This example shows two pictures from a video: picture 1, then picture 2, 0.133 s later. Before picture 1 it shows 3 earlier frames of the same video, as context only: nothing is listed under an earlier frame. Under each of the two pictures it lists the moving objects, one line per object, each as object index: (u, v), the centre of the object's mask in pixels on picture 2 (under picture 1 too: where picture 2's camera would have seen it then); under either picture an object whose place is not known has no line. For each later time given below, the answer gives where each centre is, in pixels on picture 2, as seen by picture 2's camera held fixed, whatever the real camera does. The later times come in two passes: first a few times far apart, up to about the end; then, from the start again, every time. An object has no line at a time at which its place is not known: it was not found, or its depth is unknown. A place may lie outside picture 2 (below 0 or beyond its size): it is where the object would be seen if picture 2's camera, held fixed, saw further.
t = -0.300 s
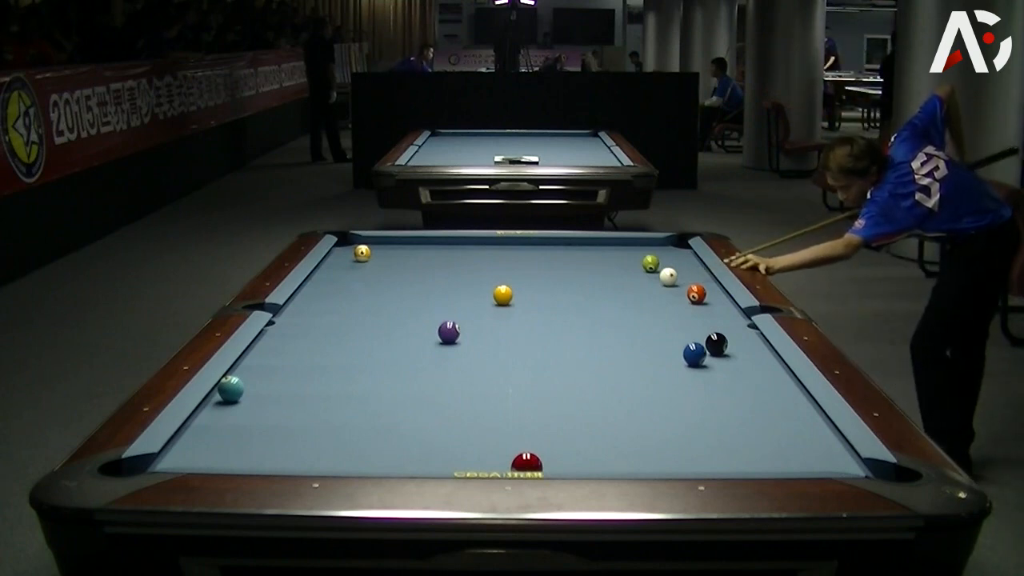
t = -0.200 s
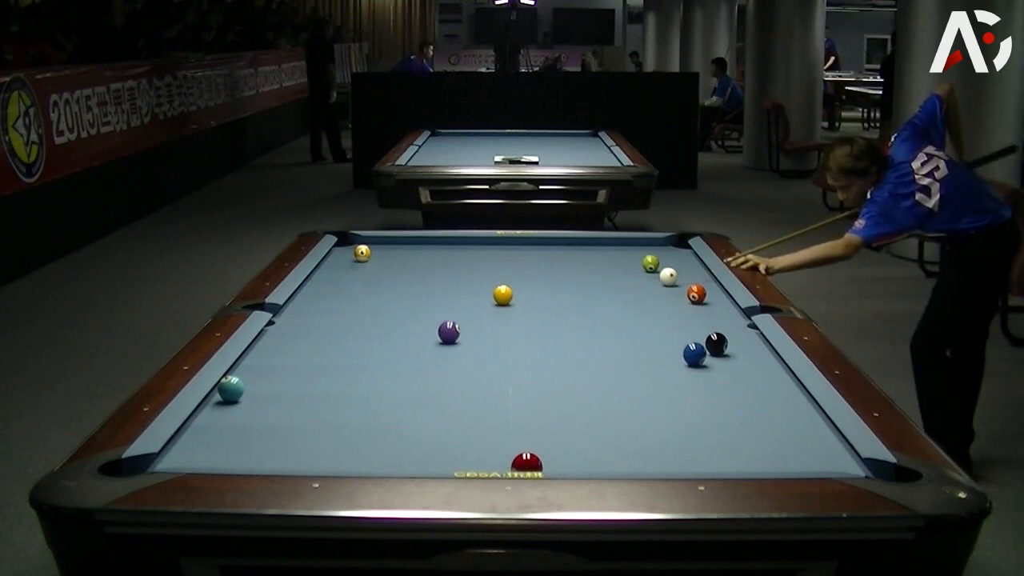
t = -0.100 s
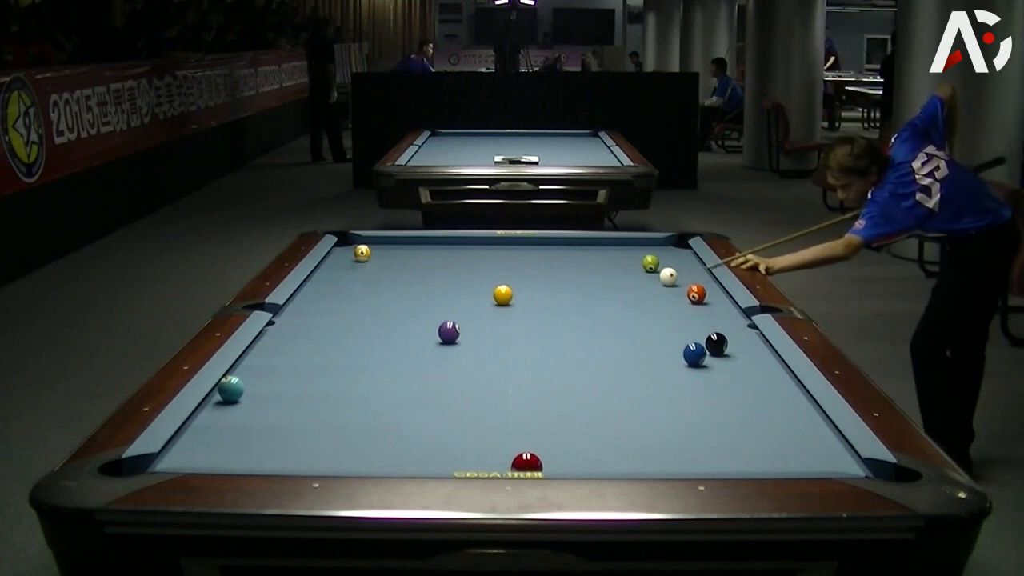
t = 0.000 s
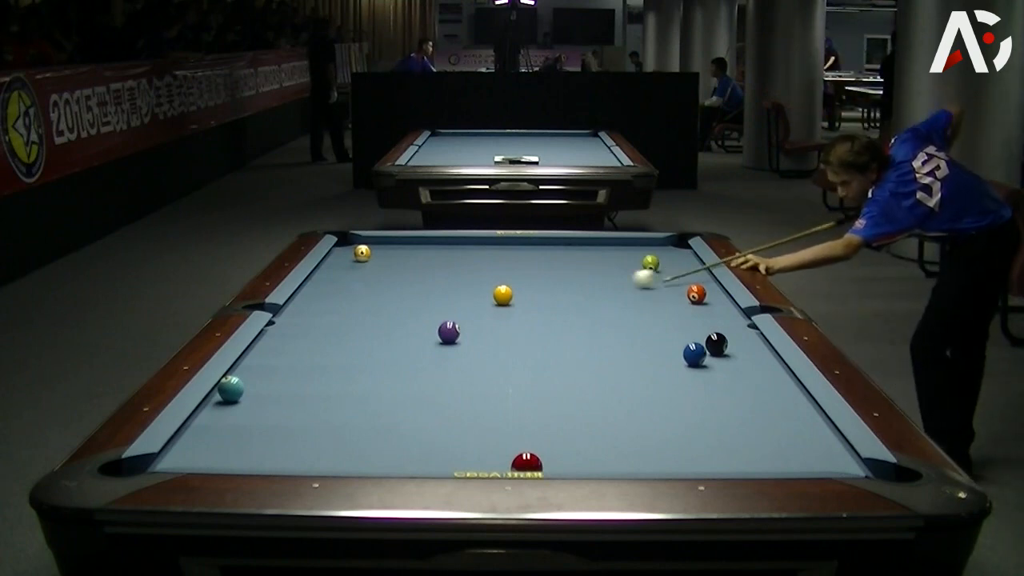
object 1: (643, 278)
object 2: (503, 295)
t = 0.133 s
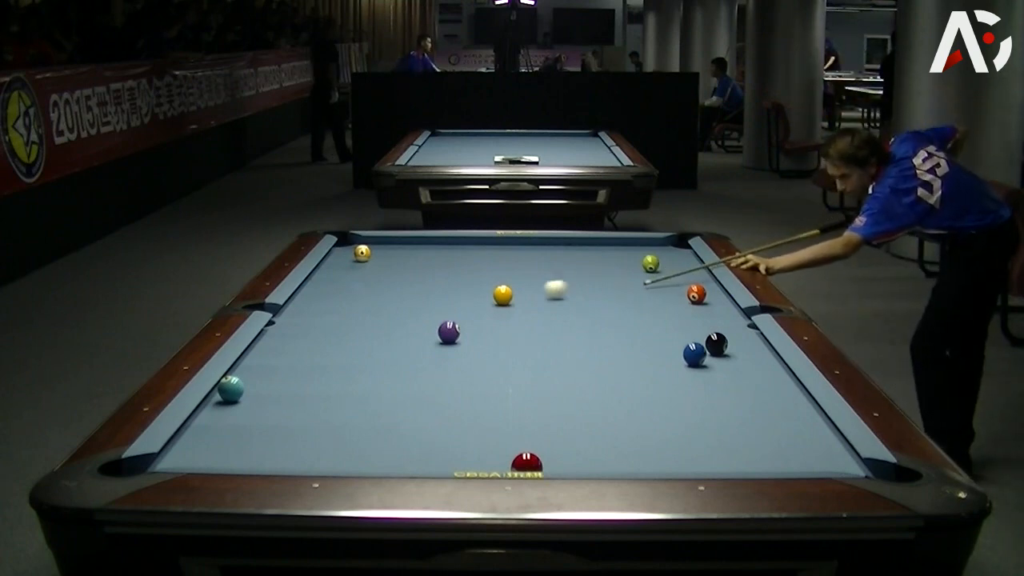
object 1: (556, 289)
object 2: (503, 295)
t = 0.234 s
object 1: (521, 294)
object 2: (470, 298)
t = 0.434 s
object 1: (525, 296)
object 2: (345, 309)
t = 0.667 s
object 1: (530, 298)
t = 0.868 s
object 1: (532, 299)
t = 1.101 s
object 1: (535, 301)
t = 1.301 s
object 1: (537, 302)
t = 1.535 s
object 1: (539, 303)
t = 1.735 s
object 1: (540, 303)
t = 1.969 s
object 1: (540, 303)
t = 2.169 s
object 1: (540, 303)
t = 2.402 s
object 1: (540, 303)
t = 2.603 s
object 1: (540, 303)
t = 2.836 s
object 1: (540, 303)
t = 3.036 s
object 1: (540, 303)
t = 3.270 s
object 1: (540, 303)
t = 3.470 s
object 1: (540, 303)
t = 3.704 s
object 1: (540, 303)
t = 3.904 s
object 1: (540, 303)
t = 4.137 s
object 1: (540, 303)
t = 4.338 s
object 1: (540, 303)
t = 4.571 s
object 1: (540, 303)
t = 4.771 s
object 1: (540, 303)
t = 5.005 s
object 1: (540, 303)
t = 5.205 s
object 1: (540, 303)
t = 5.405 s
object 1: (540, 303)
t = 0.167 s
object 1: (534, 292)
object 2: (502, 295)
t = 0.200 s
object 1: (521, 294)
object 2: (493, 296)
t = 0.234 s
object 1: (521, 294)
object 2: (470, 298)
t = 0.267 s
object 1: (522, 295)
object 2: (449, 300)
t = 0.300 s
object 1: (523, 295)
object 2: (427, 301)
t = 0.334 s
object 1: (524, 295)
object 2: (407, 303)
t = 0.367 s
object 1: (524, 295)
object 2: (386, 305)
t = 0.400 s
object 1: (525, 296)
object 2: (365, 307)
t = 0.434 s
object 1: (525, 296)
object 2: (345, 309)
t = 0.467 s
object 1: (526, 296)
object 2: (326, 311)
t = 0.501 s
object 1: (527, 296)
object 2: (307, 312)
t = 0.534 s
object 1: (527, 297)
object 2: (289, 313)
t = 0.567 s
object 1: (528, 297)
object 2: (273, 314)
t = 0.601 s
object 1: (528, 297)
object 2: (263, 310)
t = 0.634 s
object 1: (529, 298)
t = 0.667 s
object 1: (530, 298)
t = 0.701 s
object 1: (530, 298)
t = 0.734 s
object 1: (531, 298)
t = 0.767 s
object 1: (531, 298)
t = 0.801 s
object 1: (532, 299)
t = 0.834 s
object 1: (532, 299)
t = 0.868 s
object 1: (532, 299)
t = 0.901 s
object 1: (533, 299)
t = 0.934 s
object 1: (533, 300)
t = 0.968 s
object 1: (534, 300)
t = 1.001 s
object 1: (534, 300)
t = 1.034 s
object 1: (534, 301)
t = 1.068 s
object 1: (535, 301)
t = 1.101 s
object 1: (535, 301)
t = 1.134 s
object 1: (535, 301)
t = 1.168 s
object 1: (536, 301)
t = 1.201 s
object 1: (536, 301)
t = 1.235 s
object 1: (536, 301)
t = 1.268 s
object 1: (537, 302)
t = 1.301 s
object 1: (537, 302)
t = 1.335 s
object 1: (537, 302)
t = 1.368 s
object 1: (538, 302)
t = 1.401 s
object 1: (538, 302)
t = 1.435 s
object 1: (538, 302)
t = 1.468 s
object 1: (538, 302)
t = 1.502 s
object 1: (539, 303)
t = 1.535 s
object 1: (539, 303)
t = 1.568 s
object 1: (539, 303)
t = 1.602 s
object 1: (539, 303)
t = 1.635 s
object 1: (540, 303)
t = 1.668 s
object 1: (540, 303)
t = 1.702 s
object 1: (540, 303)
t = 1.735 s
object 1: (540, 303)
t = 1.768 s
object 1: (540, 303)
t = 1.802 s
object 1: (540, 303)
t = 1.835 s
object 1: (540, 303)
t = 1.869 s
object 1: (540, 303)
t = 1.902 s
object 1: (540, 303)
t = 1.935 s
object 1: (540, 303)
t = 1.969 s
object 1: (540, 303)
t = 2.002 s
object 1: (540, 303)
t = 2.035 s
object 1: (540, 303)
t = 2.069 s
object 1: (540, 303)
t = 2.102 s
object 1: (540, 303)
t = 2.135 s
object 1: (540, 303)
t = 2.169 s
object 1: (540, 303)
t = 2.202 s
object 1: (540, 303)
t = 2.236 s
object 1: (540, 303)
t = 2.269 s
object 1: (540, 303)
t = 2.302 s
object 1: (540, 303)
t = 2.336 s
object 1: (540, 303)
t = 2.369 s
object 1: (540, 303)
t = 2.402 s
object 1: (540, 303)
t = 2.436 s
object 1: (540, 303)
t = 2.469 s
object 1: (540, 303)
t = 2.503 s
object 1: (540, 303)
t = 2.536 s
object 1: (540, 303)
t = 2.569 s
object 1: (540, 303)
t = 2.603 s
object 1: (540, 303)
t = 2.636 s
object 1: (540, 303)
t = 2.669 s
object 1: (540, 303)
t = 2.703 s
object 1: (540, 303)
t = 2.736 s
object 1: (540, 303)
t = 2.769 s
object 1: (540, 303)
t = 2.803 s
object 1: (540, 303)
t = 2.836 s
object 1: (540, 303)
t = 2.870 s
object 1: (540, 303)
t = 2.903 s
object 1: (540, 303)
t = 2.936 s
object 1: (540, 303)
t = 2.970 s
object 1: (540, 303)
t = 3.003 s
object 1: (540, 303)
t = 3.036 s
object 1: (540, 303)
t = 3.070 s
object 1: (540, 303)
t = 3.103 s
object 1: (540, 303)
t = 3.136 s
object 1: (540, 303)
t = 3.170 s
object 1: (540, 303)
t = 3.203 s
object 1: (540, 303)
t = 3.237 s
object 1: (540, 303)
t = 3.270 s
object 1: (540, 303)
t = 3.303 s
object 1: (540, 303)
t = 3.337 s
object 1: (540, 303)
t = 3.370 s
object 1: (540, 303)
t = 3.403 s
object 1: (540, 303)
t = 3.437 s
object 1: (540, 303)
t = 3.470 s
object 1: (540, 303)
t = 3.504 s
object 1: (540, 303)
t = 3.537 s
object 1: (540, 303)
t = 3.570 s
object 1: (540, 303)
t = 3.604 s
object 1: (540, 303)
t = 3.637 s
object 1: (540, 303)
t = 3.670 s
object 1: (540, 303)
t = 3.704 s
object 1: (540, 303)
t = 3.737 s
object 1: (540, 303)
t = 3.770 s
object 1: (540, 303)
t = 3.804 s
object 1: (540, 303)
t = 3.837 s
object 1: (540, 303)
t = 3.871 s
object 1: (540, 303)
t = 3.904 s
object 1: (540, 303)
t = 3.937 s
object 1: (540, 303)
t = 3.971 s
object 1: (540, 303)
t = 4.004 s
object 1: (540, 303)
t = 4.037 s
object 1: (540, 303)
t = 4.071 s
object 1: (540, 303)
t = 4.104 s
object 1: (540, 303)
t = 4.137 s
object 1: (540, 303)
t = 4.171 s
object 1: (540, 303)
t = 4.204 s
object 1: (540, 303)
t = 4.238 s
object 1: (540, 303)
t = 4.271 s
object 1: (540, 303)
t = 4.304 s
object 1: (540, 303)
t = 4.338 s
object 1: (540, 303)
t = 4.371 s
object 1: (540, 303)
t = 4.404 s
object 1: (540, 303)
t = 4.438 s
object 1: (540, 303)
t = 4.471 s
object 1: (540, 303)
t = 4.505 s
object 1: (540, 303)
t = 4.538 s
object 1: (540, 303)
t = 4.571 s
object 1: (540, 303)
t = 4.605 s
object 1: (540, 303)
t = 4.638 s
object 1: (540, 303)
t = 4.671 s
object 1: (540, 303)
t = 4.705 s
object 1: (540, 303)
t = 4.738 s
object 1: (540, 303)
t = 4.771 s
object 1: (540, 303)
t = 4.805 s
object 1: (540, 303)
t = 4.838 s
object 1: (540, 303)
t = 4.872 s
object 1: (540, 303)
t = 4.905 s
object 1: (540, 303)
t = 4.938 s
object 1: (540, 303)
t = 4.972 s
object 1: (540, 303)
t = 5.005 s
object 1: (540, 303)
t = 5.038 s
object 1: (540, 303)
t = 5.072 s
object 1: (540, 303)
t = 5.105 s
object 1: (540, 303)
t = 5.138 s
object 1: (540, 303)
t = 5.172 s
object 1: (540, 303)
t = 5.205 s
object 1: (540, 303)
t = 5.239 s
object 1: (540, 303)
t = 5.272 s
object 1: (540, 303)
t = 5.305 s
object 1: (540, 303)
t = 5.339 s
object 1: (540, 303)
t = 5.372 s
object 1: (540, 303)
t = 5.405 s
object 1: (540, 303)
